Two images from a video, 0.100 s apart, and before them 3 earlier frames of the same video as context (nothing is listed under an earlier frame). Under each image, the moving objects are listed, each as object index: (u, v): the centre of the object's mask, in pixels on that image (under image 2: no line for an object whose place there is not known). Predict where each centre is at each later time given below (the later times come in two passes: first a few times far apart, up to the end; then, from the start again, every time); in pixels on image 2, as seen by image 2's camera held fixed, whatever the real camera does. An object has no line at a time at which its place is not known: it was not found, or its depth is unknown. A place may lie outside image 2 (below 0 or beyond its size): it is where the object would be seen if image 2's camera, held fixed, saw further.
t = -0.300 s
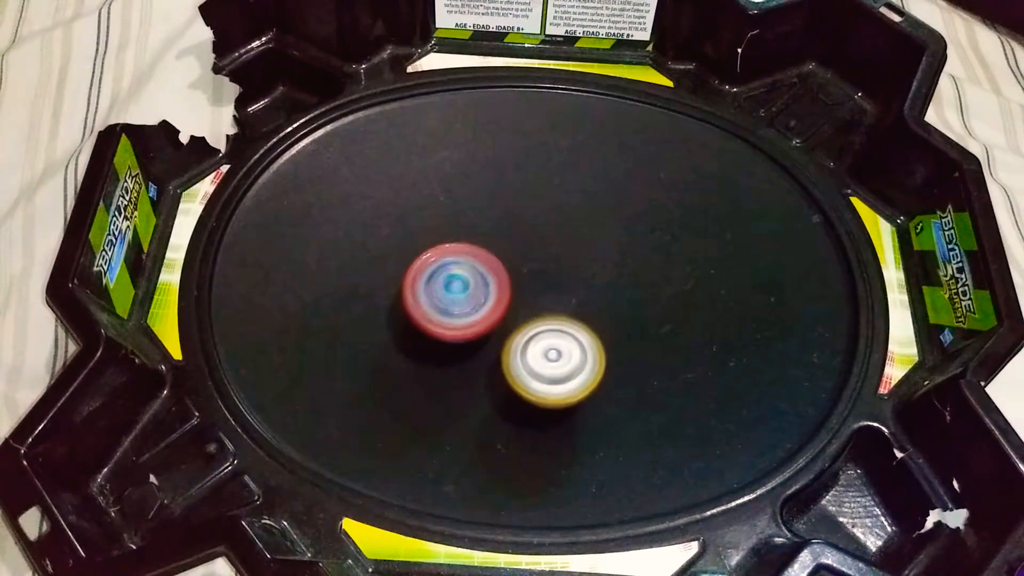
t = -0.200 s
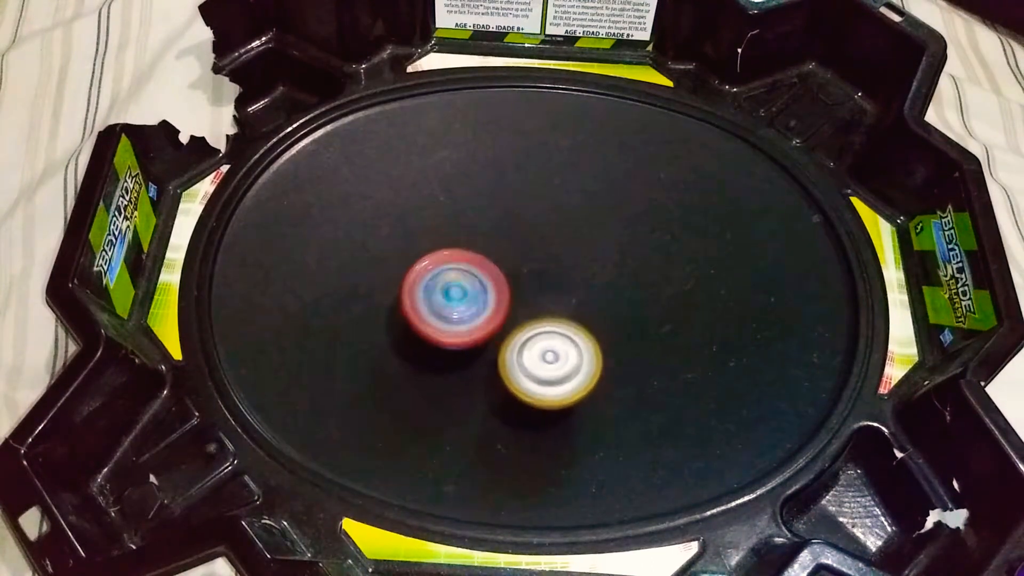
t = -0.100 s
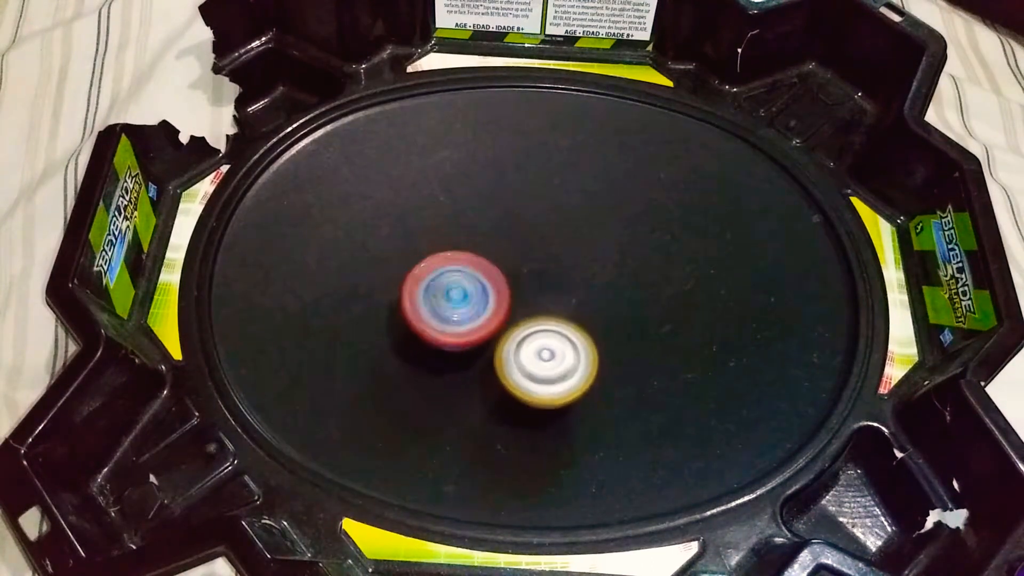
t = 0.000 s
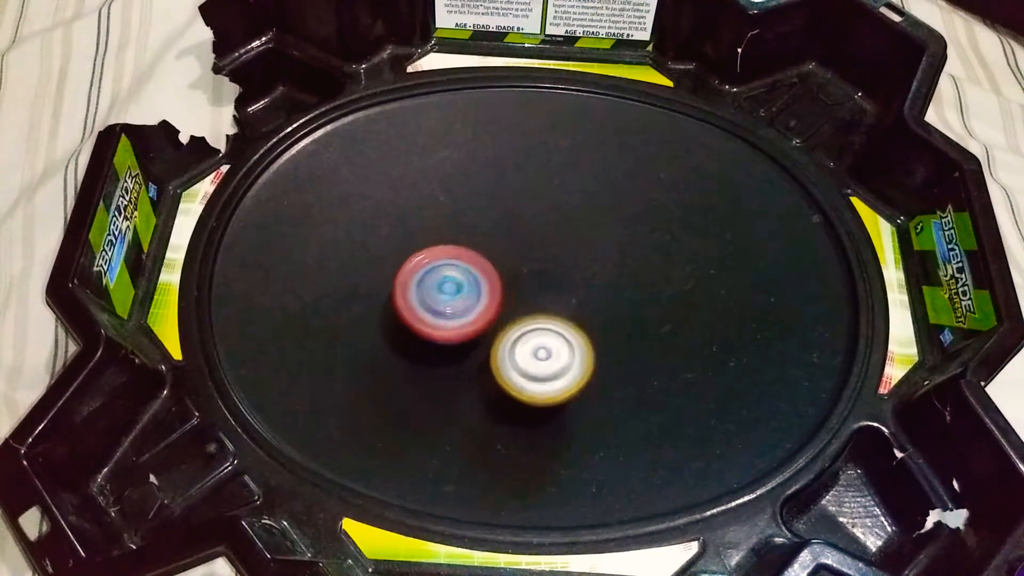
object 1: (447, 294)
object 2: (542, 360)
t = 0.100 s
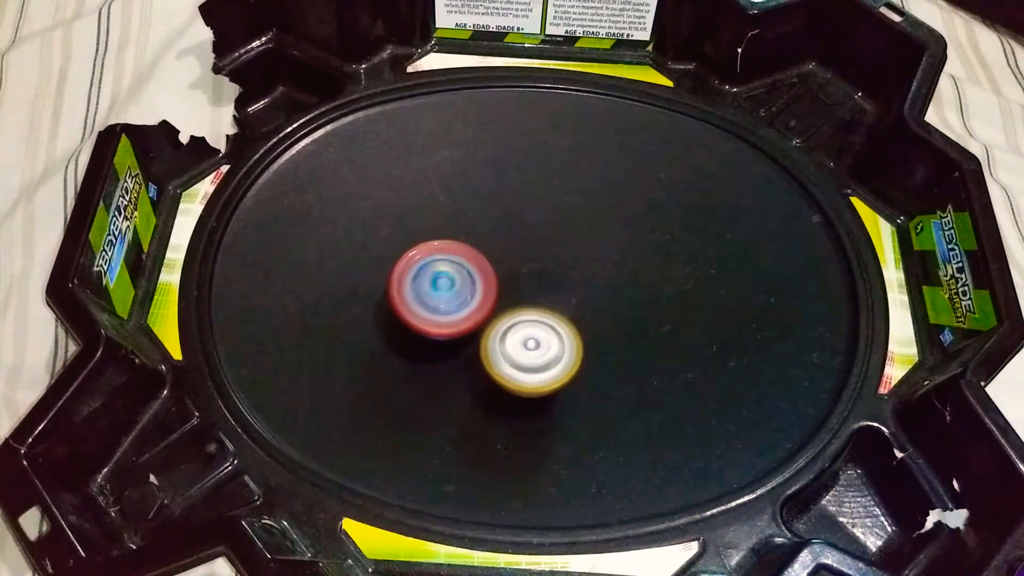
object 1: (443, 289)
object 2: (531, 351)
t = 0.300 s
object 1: (417, 254)
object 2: (513, 357)
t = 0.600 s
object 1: (406, 245)
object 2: (468, 326)
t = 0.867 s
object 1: (417, 228)
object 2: (440, 334)
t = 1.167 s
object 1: (486, 243)
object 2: (447, 336)
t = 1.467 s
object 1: (550, 259)
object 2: (461, 314)
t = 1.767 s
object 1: (581, 285)
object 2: (469, 282)
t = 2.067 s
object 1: (554, 347)
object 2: (466, 268)
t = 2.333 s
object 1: (519, 358)
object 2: (475, 272)
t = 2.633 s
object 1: (481, 364)
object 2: (489, 260)
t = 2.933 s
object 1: (414, 319)
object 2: (517, 247)
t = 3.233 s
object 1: (384, 285)
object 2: (524, 246)
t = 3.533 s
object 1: (409, 265)
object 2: (515, 270)
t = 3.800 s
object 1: (412, 255)
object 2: (527, 326)
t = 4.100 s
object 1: (469, 278)
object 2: (541, 376)
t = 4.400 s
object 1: (536, 270)
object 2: (535, 376)
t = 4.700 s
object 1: (577, 255)
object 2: (486, 325)
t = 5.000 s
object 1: (568, 255)
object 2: (445, 252)
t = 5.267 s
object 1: (536, 295)
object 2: (435, 208)
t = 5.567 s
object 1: (480, 337)
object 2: (454, 232)
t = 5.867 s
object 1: (440, 371)
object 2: (504, 283)
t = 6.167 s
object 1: (411, 357)
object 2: (537, 350)
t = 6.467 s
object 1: (405, 289)
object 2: (544, 387)
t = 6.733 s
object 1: (443, 237)
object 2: (522, 352)
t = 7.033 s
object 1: (502, 198)
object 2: (500, 314)
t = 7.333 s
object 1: (547, 217)
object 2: (471, 297)
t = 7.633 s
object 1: (581, 274)
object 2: (416, 298)
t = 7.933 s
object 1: (530, 325)
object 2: (404, 283)
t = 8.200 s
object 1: (468, 332)
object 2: (416, 253)
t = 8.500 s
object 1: (421, 324)
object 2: (456, 239)
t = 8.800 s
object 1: (417, 309)
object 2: (520, 288)
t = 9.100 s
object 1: (447, 287)
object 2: (532, 376)
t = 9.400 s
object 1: (502, 281)
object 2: (500, 379)
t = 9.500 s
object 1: (524, 277)
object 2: (476, 364)
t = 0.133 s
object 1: (440, 286)
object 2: (527, 350)
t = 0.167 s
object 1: (434, 277)
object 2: (526, 356)
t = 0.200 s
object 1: (429, 269)
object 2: (523, 359)
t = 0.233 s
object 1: (425, 264)
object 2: (520, 360)
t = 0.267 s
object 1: (421, 258)
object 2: (516, 358)
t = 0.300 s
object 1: (417, 254)
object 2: (513, 357)
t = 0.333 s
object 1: (413, 251)
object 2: (509, 354)
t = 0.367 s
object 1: (410, 249)
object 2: (505, 351)
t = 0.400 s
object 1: (409, 247)
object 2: (501, 347)
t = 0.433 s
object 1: (407, 247)
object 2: (496, 343)
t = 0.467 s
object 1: (406, 247)
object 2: (491, 339)
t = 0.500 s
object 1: (405, 247)
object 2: (485, 335)
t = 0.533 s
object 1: (405, 247)
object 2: (479, 330)
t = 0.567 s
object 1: (405, 248)
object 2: (472, 326)
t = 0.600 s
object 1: (406, 245)
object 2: (468, 326)
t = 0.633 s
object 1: (406, 242)
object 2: (462, 325)
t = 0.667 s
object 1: (407, 240)
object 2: (457, 326)
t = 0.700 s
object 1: (408, 238)
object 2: (453, 325)
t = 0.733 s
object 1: (409, 236)
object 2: (448, 327)
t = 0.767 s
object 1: (409, 232)
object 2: (445, 329)
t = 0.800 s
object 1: (411, 230)
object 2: (443, 331)
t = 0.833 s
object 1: (413, 228)
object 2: (441, 333)
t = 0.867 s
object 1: (417, 228)
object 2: (440, 334)
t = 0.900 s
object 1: (421, 229)
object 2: (439, 336)
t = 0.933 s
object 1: (426, 230)
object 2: (440, 337)
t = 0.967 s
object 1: (432, 233)
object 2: (440, 336)
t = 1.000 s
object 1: (439, 236)
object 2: (441, 335)
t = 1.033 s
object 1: (446, 238)
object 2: (443, 334)
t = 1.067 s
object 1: (455, 240)
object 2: (443, 335)
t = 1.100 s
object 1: (465, 240)
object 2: (444, 336)
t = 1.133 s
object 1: (474, 241)
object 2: (446, 336)
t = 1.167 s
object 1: (486, 243)
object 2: (447, 336)
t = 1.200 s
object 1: (496, 245)
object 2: (449, 335)
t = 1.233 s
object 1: (506, 248)
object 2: (451, 334)
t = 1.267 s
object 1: (516, 252)
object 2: (452, 331)
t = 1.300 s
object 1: (523, 255)
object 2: (454, 329)
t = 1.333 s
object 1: (530, 257)
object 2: (456, 326)
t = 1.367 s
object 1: (535, 258)
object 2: (457, 323)
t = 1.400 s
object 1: (540, 259)
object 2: (459, 320)
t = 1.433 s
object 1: (545, 259)
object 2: (460, 317)
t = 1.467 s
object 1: (550, 259)
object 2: (461, 314)
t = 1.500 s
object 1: (554, 260)
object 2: (461, 311)
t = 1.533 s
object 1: (558, 260)
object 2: (463, 307)
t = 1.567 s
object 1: (564, 260)
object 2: (464, 304)
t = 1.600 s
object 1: (569, 262)
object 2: (465, 301)
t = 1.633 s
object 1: (573, 264)
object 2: (467, 297)
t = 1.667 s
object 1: (576, 268)
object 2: (468, 294)
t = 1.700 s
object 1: (578, 272)
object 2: (469, 289)
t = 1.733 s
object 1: (580, 278)
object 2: (470, 285)
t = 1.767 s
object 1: (581, 285)
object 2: (469, 282)
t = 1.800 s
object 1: (580, 292)
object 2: (468, 279)
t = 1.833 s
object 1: (579, 300)
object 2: (467, 277)
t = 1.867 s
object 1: (577, 308)
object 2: (467, 275)
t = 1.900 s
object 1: (573, 316)
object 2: (466, 273)
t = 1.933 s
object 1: (570, 323)
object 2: (466, 272)
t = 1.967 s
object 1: (566, 330)
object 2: (466, 270)
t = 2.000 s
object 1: (562, 336)
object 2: (466, 270)
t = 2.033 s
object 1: (558, 342)
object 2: (466, 269)
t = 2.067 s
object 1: (554, 347)
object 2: (466, 268)
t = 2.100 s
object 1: (550, 352)
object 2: (467, 268)
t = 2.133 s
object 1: (546, 355)
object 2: (467, 268)
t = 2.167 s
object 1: (541, 358)
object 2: (468, 268)
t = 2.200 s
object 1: (537, 360)
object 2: (469, 268)
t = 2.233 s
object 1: (533, 360)
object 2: (470, 268)
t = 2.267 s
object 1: (529, 360)
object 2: (472, 269)
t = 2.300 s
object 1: (524, 359)
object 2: (474, 270)
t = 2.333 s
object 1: (519, 358)
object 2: (475, 272)
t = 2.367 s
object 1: (514, 362)
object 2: (476, 266)
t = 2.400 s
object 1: (510, 367)
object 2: (478, 262)
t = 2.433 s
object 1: (506, 369)
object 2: (479, 261)
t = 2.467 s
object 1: (502, 371)
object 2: (480, 260)
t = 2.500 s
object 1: (498, 371)
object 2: (482, 259)
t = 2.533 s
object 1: (494, 371)
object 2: (483, 259)
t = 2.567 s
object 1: (490, 370)
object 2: (485, 260)
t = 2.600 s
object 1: (486, 367)
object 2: (487, 260)
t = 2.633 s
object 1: (481, 364)
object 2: (489, 260)
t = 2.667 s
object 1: (476, 359)
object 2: (491, 259)
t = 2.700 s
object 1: (470, 354)
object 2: (493, 259)
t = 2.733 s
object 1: (463, 348)
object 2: (495, 258)
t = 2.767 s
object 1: (457, 341)
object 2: (497, 257)
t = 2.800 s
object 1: (448, 336)
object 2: (502, 255)
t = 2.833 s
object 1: (439, 332)
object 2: (506, 252)
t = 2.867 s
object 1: (430, 328)
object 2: (510, 250)
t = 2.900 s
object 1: (422, 324)
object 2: (514, 248)
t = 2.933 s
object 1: (414, 319)
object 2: (517, 247)
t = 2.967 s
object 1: (407, 315)
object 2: (519, 246)
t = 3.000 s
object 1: (401, 310)
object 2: (522, 246)
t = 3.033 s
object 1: (395, 305)
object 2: (523, 245)
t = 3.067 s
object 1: (390, 300)
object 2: (523, 245)
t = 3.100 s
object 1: (386, 296)
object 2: (523, 246)
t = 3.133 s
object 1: (384, 293)
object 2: (522, 246)
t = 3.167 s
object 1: (384, 290)
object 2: (522, 245)
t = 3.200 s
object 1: (384, 288)
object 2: (522, 246)
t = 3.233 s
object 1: (384, 285)
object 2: (524, 246)
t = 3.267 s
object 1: (384, 282)
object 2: (524, 249)
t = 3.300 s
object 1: (386, 280)
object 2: (524, 249)
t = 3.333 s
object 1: (388, 277)
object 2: (524, 252)
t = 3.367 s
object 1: (390, 274)
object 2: (522, 254)
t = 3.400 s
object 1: (393, 272)
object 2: (520, 256)
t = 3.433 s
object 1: (397, 270)
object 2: (517, 259)
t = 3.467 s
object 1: (402, 269)
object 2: (514, 262)
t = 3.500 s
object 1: (408, 267)
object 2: (512, 265)
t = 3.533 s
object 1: (409, 265)
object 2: (515, 270)
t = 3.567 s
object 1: (410, 263)
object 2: (516, 275)
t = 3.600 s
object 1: (409, 259)
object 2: (520, 281)
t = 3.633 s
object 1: (408, 257)
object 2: (521, 288)
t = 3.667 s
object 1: (407, 255)
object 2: (521, 296)
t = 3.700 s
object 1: (408, 254)
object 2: (521, 305)
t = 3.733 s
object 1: (407, 254)
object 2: (522, 312)
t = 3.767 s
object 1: (409, 254)
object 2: (525, 320)
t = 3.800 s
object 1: (412, 255)
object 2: (527, 326)
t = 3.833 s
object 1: (415, 256)
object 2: (527, 333)
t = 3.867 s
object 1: (420, 258)
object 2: (527, 341)
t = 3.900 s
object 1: (424, 259)
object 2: (529, 348)
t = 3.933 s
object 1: (430, 261)
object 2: (532, 355)
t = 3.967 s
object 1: (436, 263)
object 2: (535, 360)
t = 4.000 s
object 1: (443, 266)
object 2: (536, 364)
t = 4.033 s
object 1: (450, 271)
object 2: (537, 369)
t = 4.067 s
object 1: (460, 275)
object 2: (538, 373)
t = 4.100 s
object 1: (469, 278)
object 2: (541, 376)
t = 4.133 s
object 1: (478, 282)
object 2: (544, 376)
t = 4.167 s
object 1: (488, 285)
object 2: (545, 376)
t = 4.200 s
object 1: (496, 286)
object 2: (543, 376)
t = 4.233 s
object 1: (505, 283)
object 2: (543, 381)
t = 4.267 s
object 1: (510, 279)
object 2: (543, 382)
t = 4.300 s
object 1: (517, 276)
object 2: (543, 382)
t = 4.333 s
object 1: (524, 273)
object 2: (539, 381)
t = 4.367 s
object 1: (530, 271)
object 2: (536, 379)
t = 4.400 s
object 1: (536, 270)
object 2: (535, 376)
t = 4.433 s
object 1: (541, 268)
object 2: (533, 372)
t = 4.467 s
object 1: (544, 268)
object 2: (527, 366)
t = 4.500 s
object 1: (547, 269)
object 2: (522, 362)
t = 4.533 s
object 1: (554, 267)
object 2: (517, 358)
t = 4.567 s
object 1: (559, 263)
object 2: (510, 352)
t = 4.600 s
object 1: (567, 261)
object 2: (502, 345)
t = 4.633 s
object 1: (572, 258)
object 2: (496, 339)
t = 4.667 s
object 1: (575, 257)
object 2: (492, 333)
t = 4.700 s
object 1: (577, 255)
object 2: (486, 325)
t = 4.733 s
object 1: (580, 252)
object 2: (478, 316)
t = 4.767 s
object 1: (580, 250)
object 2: (473, 309)
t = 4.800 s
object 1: (579, 249)
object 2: (469, 301)
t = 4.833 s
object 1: (578, 249)
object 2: (463, 291)
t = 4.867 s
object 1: (577, 250)
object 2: (459, 283)
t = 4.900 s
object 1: (576, 250)
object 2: (456, 276)
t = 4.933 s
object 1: (574, 251)
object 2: (452, 267)
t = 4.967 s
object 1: (571, 252)
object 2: (447, 259)
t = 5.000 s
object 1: (568, 255)
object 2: (445, 252)
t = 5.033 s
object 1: (566, 259)
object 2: (444, 245)
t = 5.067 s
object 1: (564, 264)
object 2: (440, 237)
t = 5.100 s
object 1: (562, 269)
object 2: (437, 231)
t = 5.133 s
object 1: (558, 274)
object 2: (437, 226)
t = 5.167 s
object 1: (553, 279)
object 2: (437, 219)
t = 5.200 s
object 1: (547, 284)
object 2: (433, 214)
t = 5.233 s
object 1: (543, 290)
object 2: (433, 212)
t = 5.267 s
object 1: (536, 295)
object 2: (435, 208)
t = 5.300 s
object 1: (527, 300)
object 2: (434, 205)
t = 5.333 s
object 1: (520, 306)
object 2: (434, 207)
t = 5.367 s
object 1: (514, 310)
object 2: (437, 208)
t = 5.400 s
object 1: (508, 316)
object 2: (440, 208)
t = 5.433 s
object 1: (503, 320)
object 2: (440, 212)
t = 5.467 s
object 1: (497, 324)
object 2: (443, 217)
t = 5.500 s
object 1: (491, 329)
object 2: (449, 222)
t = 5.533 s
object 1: (485, 333)
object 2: (451, 225)
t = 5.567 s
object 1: (480, 337)
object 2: (454, 232)
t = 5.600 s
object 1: (476, 340)
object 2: (459, 239)
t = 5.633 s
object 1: (471, 342)
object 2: (465, 244)
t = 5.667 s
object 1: (467, 344)
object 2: (467, 250)
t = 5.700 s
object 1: (462, 348)
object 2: (473, 257)
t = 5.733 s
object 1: (459, 352)
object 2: (481, 262)
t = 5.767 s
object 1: (453, 357)
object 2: (486, 267)
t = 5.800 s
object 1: (449, 362)
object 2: (492, 273)
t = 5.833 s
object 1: (443, 367)
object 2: (499, 279)
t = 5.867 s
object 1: (440, 371)
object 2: (504, 283)
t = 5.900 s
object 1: (438, 373)
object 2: (505, 291)
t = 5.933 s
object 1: (436, 373)
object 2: (510, 298)
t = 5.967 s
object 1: (435, 374)
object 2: (512, 304)
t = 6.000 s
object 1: (433, 374)
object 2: (513, 312)
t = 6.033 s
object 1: (432, 372)
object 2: (519, 320)
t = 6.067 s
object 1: (426, 369)
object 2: (526, 326)
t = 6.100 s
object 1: (420, 366)
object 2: (528, 336)
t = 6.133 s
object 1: (416, 363)
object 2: (533, 344)
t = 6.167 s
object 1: (411, 357)
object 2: (537, 350)
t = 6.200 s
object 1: (408, 351)
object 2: (538, 359)
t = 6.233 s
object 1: (404, 345)
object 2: (542, 364)
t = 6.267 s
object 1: (403, 337)
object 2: (543, 369)
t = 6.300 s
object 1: (401, 330)
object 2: (544, 375)
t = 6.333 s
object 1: (400, 321)
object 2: (548, 379)
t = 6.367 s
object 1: (401, 314)
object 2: (545, 383)
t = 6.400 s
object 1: (401, 305)
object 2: (547, 386)
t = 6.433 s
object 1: (404, 297)
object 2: (547, 387)
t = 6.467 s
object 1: (405, 289)
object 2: (544, 387)
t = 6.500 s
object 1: (408, 281)
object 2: (546, 386)
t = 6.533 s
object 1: (412, 274)
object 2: (541, 383)
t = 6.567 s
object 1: (416, 265)
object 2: (538, 380)
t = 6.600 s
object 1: (420, 259)
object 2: (537, 375)
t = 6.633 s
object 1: (425, 252)
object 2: (531, 370)
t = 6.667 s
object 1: (431, 247)
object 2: (530, 365)
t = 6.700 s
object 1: (436, 242)
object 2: (526, 358)
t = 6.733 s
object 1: (443, 237)
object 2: (522, 352)
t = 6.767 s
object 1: (450, 234)
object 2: (520, 344)
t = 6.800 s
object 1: (457, 230)
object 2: (514, 335)
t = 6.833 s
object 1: (464, 228)
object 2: (512, 327)
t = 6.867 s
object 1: (472, 226)
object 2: (509, 317)
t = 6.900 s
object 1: (481, 219)
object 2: (503, 318)
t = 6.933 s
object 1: (486, 211)
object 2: (504, 322)
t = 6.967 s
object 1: (494, 204)
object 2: (500, 319)
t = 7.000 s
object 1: (498, 201)
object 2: (500, 317)
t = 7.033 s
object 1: (502, 198)
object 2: (500, 314)
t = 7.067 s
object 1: (507, 195)
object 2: (498, 311)
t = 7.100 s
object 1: (511, 194)
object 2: (498, 308)
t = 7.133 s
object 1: (514, 194)
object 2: (496, 303)
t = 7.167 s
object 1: (519, 197)
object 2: (494, 301)
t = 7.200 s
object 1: (521, 199)
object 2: (495, 297)
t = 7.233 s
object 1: (525, 205)
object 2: (491, 294)
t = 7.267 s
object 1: (532, 209)
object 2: (486, 294)
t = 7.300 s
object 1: (538, 214)
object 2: (483, 293)
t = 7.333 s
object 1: (547, 217)
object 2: (471, 297)
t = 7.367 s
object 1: (555, 222)
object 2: (465, 298)
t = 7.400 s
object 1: (560, 225)
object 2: (457, 300)
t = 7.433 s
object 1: (566, 230)
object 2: (452, 301)
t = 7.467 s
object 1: (572, 237)
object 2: (444, 301)
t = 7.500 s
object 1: (576, 243)
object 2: (438, 301)
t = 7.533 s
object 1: (579, 250)
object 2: (433, 300)
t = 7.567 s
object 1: (581, 258)
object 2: (427, 300)
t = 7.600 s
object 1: (581, 266)
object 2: (424, 299)
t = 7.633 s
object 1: (581, 274)
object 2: (416, 298)
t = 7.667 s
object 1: (579, 282)
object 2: (415, 296)
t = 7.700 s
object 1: (577, 288)
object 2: (409, 294)
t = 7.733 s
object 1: (574, 296)
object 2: (407, 293)
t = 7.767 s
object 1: (568, 304)
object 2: (404, 290)
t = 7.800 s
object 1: (561, 310)
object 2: (402, 290)
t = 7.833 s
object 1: (555, 315)
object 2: (405, 288)
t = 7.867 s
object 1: (547, 319)
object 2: (402, 287)
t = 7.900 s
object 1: (538, 323)
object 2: (405, 285)
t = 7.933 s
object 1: (530, 325)
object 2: (404, 283)
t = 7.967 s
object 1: (520, 326)
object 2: (408, 282)
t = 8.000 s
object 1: (510, 326)
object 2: (410, 279)
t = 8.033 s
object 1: (503, 327)
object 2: (411, 277)
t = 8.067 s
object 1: (498, 329)
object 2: (412, 270)
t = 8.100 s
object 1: (491, 330)
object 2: (412, 269)
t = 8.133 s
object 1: (483, 331)
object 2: (412, 262)
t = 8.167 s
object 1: (473, 331)
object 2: (413, 256)
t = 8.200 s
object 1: (468, 332)
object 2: (416, 253)
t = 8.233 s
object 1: (461, 332)
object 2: (415, 249)
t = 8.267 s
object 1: (455, 332)
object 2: (421, 245)
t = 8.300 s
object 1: (450, 331)
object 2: (422, 243)
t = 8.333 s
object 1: (443, 331)
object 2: (428, 240)
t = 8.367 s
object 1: (439, 329)
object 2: (431, 238)
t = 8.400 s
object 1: (434, 328)
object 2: (439, 238)
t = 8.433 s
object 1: (429, 326)
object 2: (441, 237)
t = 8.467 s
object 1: (425, 324)
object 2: (452, 238)
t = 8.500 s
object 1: (421, 324)
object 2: (456, 239)
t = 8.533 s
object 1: (419, 324)
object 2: (465, 242)
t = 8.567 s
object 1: (416, 324)
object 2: (470, 244)
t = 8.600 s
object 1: (416, 322)
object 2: (479, 249)
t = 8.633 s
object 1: (414, 321)
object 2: (483, 253)
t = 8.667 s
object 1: (415, 318)
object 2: (493, 260)
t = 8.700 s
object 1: (415, 315)
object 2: (497, 265)
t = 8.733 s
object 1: (418, 313)
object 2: (506, 271)
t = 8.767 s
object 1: (416, 309)
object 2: (513, 279)
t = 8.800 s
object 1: (417, 309)
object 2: (520, 288)
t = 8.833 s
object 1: (417, 306)
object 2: (523, 299)
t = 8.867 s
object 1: (418, 303)
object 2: (527, 309)
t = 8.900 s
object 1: (422, 301)
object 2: (528, 321)
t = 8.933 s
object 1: (423, 300)
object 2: (532, 332)
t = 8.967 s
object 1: (427, 296)
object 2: (532, 344)
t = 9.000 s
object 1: (432, 295)
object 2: (535, 353)
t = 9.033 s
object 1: (436, 292)
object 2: (534, 364)
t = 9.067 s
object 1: (442, 289)
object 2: (534, 369)
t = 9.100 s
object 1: (447, 287)
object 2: (532, 376)
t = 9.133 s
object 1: (452, 286)
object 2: (531, 381)
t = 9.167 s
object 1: (459, 283)
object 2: (528, 385)
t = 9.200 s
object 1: (466, 283)
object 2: (525, 388)
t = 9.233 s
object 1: (472, 282)
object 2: (522, 390)
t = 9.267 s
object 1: (479, 281)
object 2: (518, 391)
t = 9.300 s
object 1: (486, 281)
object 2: (514, 390)
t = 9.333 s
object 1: (490, 281)
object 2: (508, 388)
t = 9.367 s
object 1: (497, 280)
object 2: (505, 384)
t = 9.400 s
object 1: (502, 281)
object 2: (500, 379)
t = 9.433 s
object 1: (509, 280)
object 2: (495, 375)
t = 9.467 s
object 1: (517, 279)
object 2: (486, 371)
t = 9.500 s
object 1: (524, 277)
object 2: (476, 364)
